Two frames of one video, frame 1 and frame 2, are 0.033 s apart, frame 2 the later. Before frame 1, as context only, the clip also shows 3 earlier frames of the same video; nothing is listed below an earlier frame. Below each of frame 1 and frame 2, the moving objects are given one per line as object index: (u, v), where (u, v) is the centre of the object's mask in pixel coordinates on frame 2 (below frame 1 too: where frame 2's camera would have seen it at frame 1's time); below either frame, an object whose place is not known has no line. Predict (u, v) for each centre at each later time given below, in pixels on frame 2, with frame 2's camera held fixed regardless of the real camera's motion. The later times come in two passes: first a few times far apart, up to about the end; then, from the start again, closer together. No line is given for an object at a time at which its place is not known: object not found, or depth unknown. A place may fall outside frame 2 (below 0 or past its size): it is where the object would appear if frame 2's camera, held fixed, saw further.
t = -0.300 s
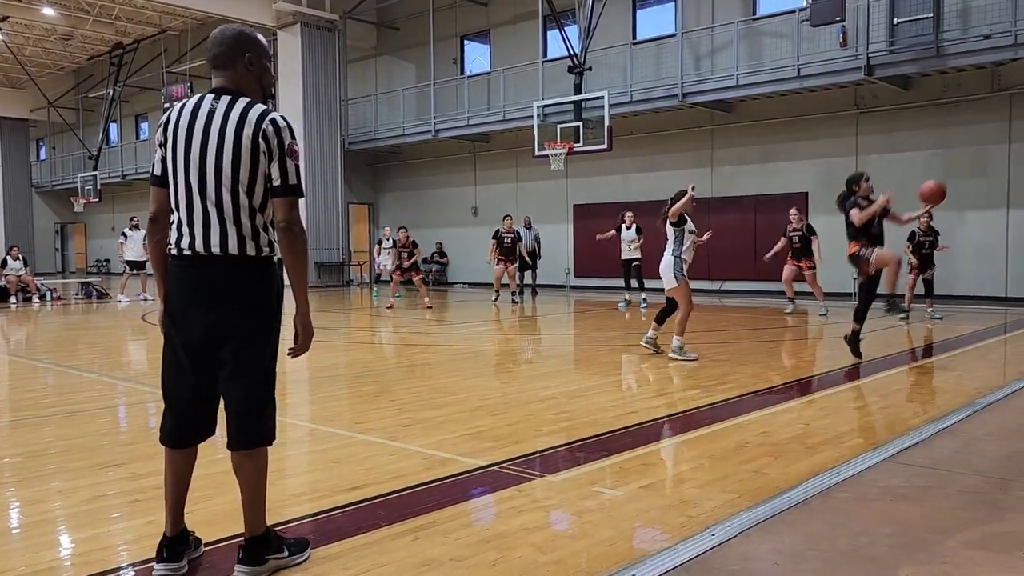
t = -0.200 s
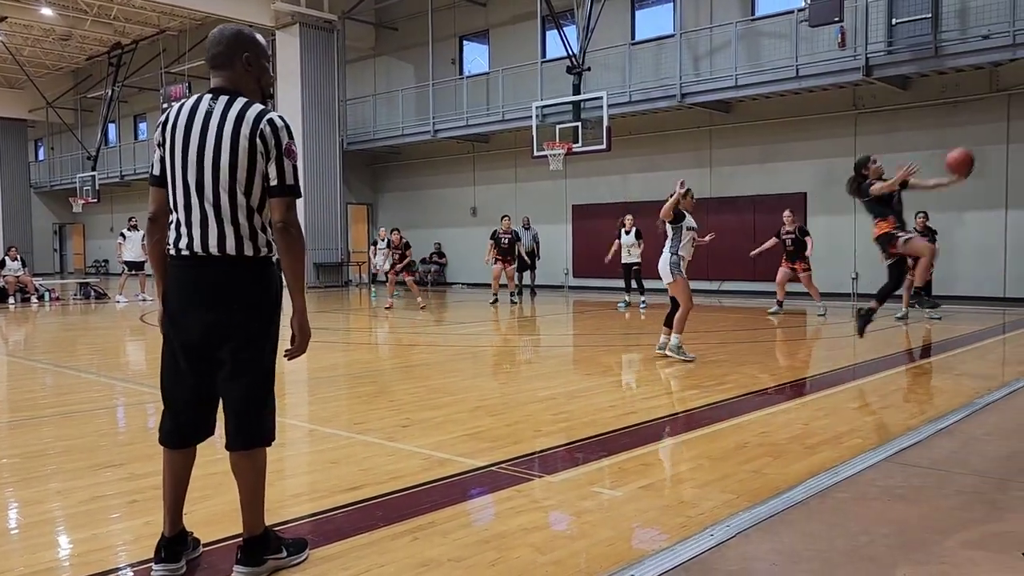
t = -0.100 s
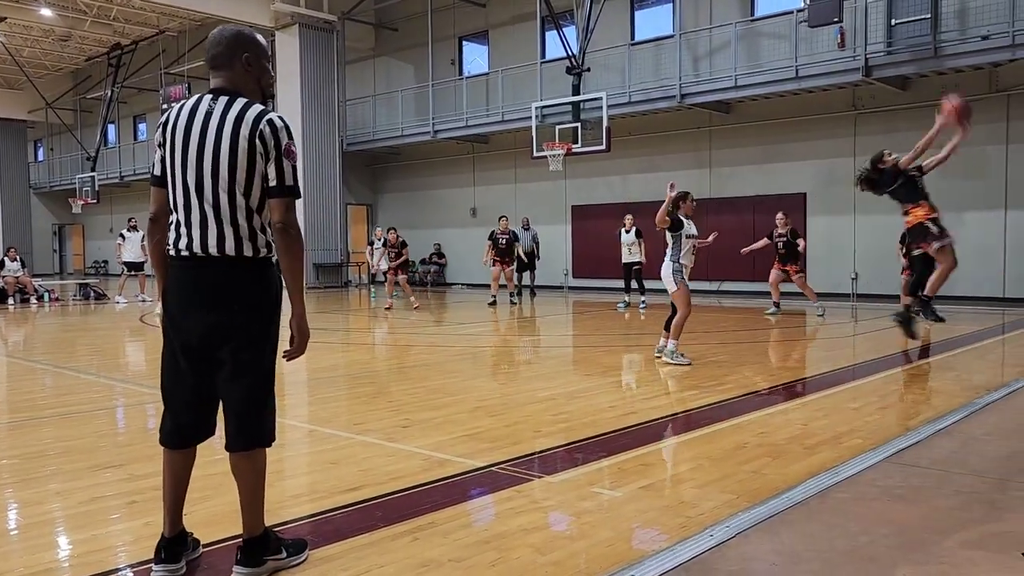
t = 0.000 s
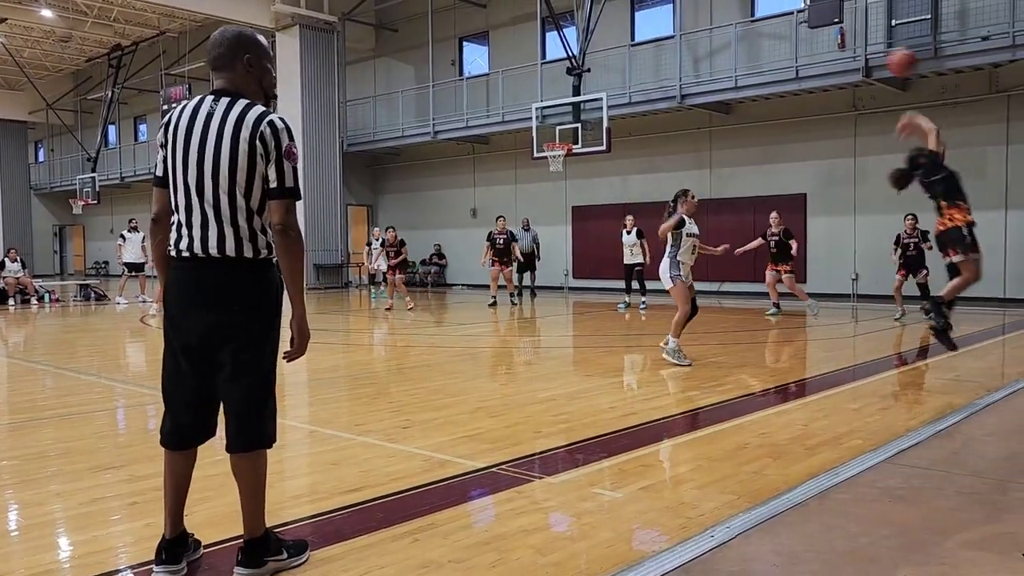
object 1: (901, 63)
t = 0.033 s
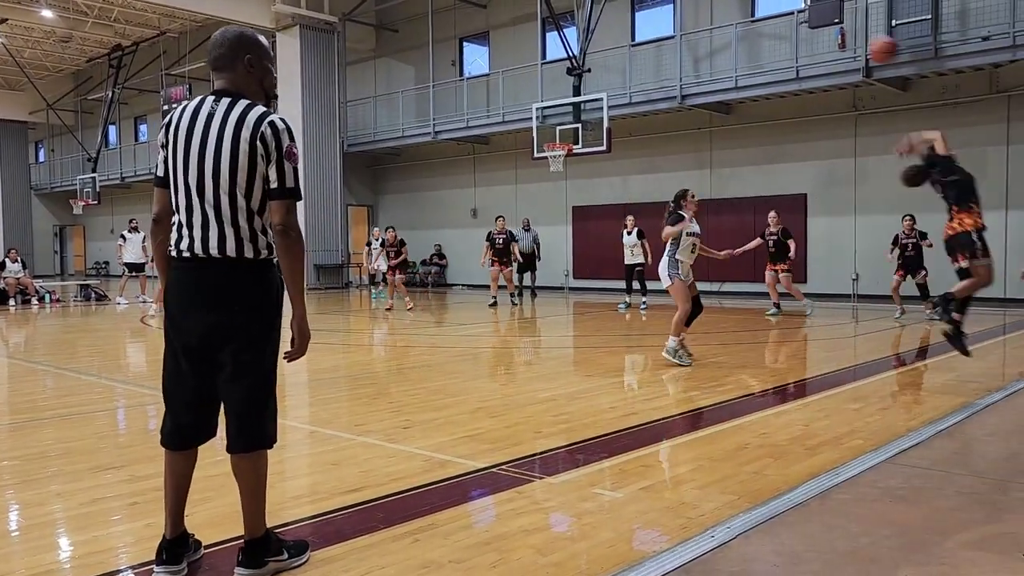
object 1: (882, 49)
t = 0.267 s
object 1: (751, 4)
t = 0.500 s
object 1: (633, 5)
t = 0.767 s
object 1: (506, 82)
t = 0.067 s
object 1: (864, 38)
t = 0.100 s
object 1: (844, 27)
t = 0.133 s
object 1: (826, 18)
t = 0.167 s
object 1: (809, 12)
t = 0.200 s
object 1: (789, 8)
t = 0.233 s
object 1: (771, 5)
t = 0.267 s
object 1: (751, 4)
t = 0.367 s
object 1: (700, 2)
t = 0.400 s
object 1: (683, 2)
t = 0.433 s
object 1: (665, 2)
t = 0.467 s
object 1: (649, 3)
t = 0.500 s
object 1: (633, 5)
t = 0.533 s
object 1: (617, 9)
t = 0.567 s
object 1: (601, 17)
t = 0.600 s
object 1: (584, 25)
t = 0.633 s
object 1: (569, 33)
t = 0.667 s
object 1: (553, 45)
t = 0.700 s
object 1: (537, 56)
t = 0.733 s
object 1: (521, 68)
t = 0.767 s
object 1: (506, 82)
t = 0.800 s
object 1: (491, 97)
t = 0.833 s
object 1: (476, 112)
